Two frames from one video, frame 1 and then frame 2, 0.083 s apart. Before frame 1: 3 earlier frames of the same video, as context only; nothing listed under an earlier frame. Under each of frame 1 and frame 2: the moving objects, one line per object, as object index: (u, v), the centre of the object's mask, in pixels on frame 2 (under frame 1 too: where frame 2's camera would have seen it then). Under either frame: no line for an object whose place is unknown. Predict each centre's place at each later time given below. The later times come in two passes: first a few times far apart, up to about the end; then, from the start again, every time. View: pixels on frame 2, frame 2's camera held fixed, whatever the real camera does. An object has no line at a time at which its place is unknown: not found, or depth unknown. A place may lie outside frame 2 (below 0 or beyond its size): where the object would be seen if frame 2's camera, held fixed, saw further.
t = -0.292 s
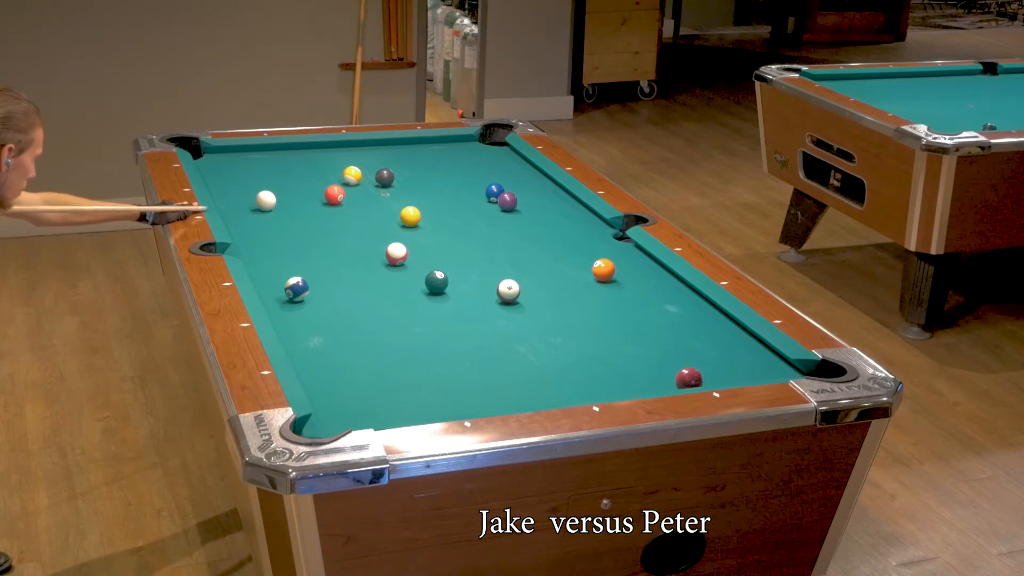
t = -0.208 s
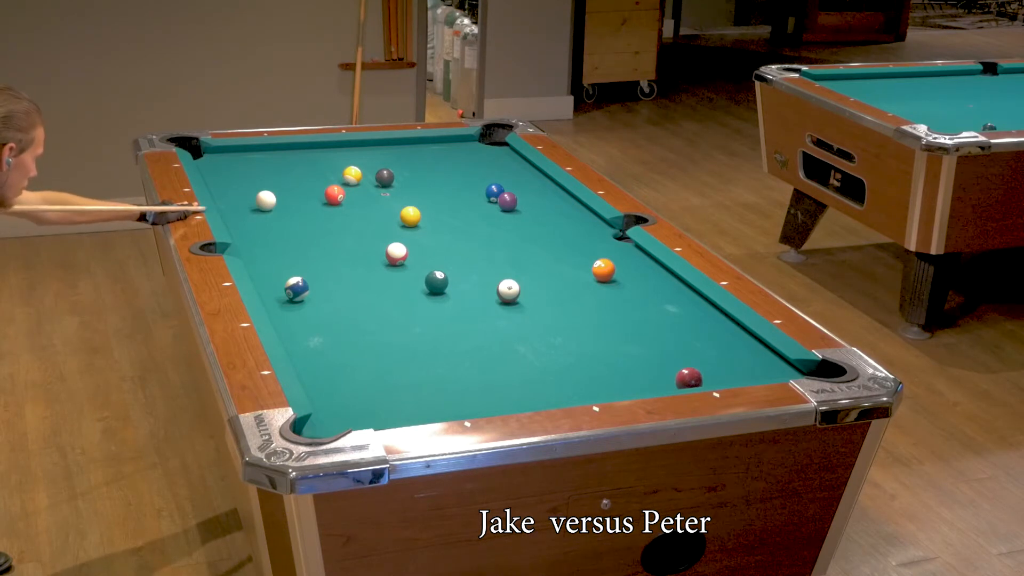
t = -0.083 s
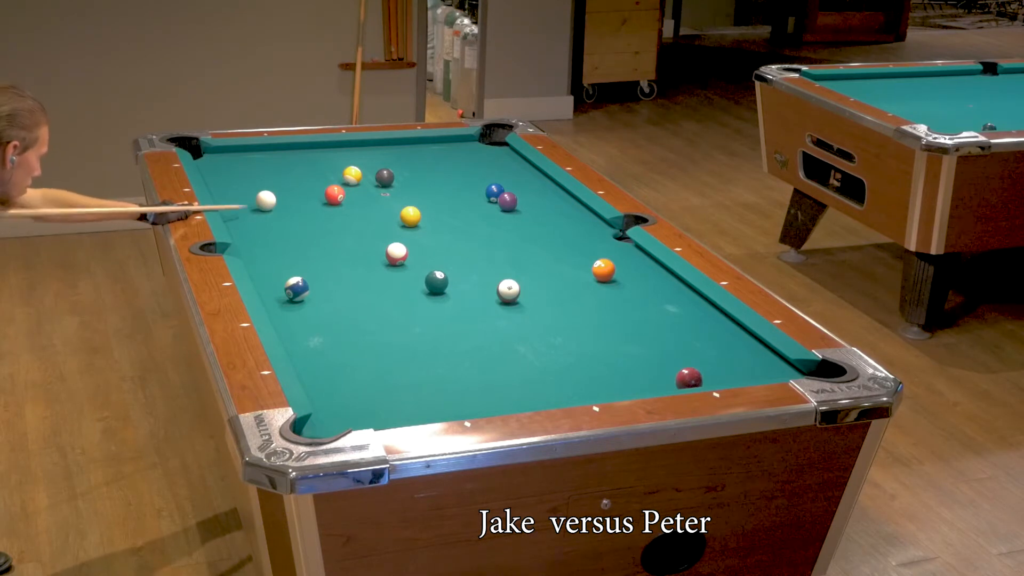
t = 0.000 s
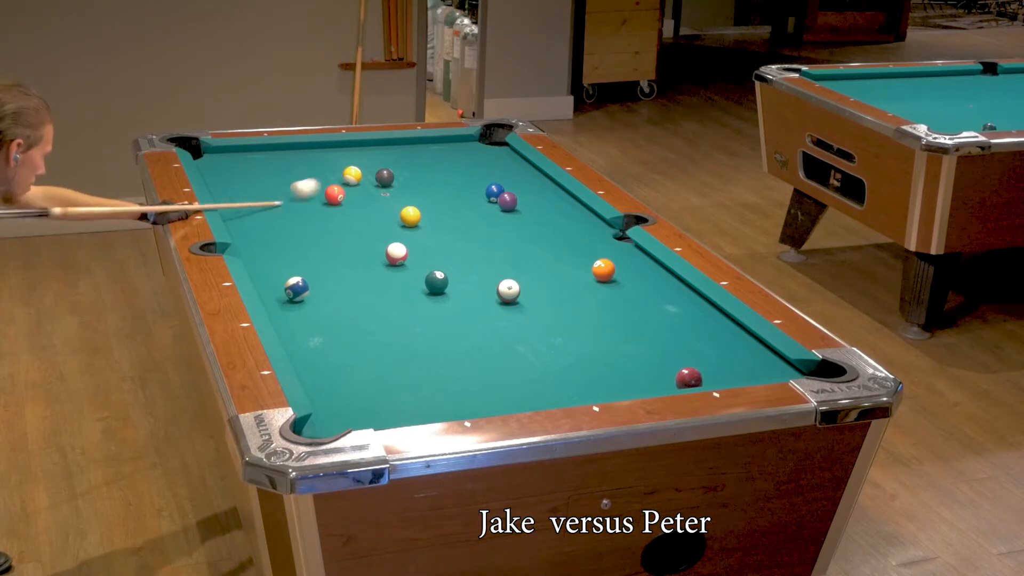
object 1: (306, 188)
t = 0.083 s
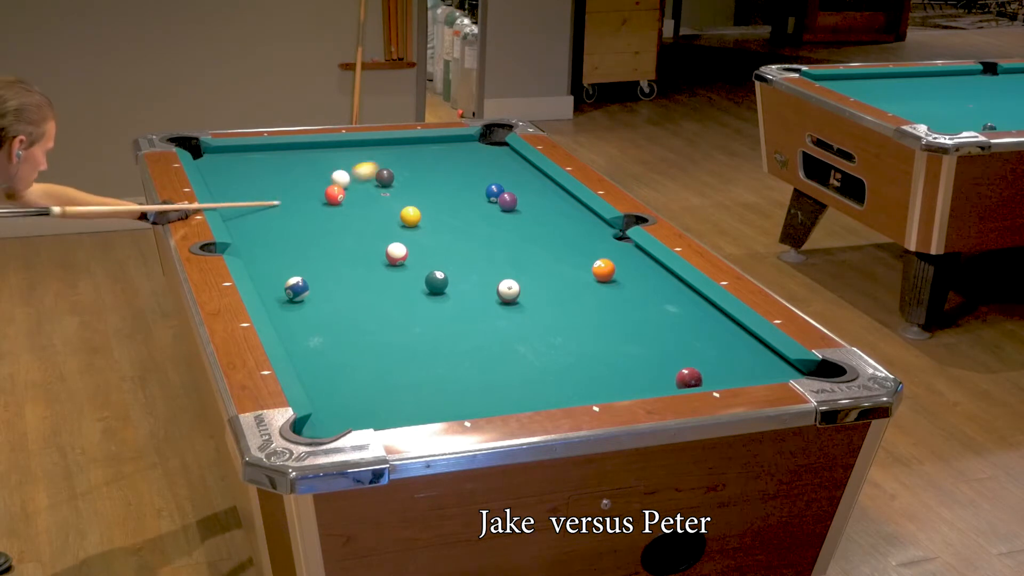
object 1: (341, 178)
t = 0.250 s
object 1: (336, 180)
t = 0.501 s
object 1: (322, 186)
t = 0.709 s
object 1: (315, 190)
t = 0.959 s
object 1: (305, 194)
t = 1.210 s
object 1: (296, 198)
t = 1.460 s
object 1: (289, 202)
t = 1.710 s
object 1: (283, 205)
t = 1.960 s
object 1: (277, 207)
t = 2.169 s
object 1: (273, 209)
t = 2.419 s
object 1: (269, 210)
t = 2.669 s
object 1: (267, 212)
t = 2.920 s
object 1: (266, 212)
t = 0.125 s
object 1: (341, 179)
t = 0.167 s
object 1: (340, 179)
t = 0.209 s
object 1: (338, 179)
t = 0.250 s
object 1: (336, 180)
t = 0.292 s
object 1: (333, 180)
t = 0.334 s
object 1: (331, 181)
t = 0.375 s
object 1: (329, 182)
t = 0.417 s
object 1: (326, 183)
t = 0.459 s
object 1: (324, 184)
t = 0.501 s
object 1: (322, 186)
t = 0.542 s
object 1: (321, 187)
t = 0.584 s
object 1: (319, 188)
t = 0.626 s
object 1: (318, 189)
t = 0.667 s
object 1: (316, 190)
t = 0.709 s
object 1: (315, 190)
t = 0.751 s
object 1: (313, 191)
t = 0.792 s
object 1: (311, 192)
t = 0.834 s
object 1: (310, 193)
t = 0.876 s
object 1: (308, 193)
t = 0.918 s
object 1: (307, 194)
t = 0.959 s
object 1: (305, 194)
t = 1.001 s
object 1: (303, 195)
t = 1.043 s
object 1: (302, 196)
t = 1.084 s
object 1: (300, 197)
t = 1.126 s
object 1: (299, 197)
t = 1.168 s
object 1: (298, 198)
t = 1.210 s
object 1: (296, 198)
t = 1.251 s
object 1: (295, 199)
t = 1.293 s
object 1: (293, 200)
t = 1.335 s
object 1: (292, 200)
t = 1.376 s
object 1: (291, 201)
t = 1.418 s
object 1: (290, 201)
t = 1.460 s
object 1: (289, 202)
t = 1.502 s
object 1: (288, 202)
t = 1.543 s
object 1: (287, 203)
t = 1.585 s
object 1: (286, 204)
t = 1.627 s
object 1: (285, 204)
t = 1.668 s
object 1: (284, 204)
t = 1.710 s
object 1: (283, 205)
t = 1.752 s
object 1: (282, 205)
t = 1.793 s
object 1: (281, 206)
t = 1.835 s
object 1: (280, 206)
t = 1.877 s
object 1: (279, 207)
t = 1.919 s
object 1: (278, 207)
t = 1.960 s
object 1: (277, 207)
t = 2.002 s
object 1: (276, 208)
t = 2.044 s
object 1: (275, 208)
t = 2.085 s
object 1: (275, 208)
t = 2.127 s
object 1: (274, 209)
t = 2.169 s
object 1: (273, 209)
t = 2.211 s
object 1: (272, 209)
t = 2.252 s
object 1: (272, 209)
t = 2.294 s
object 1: (271, 210)
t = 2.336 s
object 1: (270, 210)
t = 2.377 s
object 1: (270, 210)
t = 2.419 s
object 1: (269, 210)
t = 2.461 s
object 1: (269, 211)
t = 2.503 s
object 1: (268, 211)
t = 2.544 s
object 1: (268, 211)
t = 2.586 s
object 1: (268, 211)
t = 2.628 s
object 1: (267, 211)
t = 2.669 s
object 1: (267, 212)
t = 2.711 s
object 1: (267, 212)
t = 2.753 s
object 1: (266, 212)
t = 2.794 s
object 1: (266, 212)
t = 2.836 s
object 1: (266, 212)
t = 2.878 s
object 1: (266, 212)
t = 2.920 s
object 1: (266, 212)
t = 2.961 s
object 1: (266, 212)
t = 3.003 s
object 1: (266, 212)
